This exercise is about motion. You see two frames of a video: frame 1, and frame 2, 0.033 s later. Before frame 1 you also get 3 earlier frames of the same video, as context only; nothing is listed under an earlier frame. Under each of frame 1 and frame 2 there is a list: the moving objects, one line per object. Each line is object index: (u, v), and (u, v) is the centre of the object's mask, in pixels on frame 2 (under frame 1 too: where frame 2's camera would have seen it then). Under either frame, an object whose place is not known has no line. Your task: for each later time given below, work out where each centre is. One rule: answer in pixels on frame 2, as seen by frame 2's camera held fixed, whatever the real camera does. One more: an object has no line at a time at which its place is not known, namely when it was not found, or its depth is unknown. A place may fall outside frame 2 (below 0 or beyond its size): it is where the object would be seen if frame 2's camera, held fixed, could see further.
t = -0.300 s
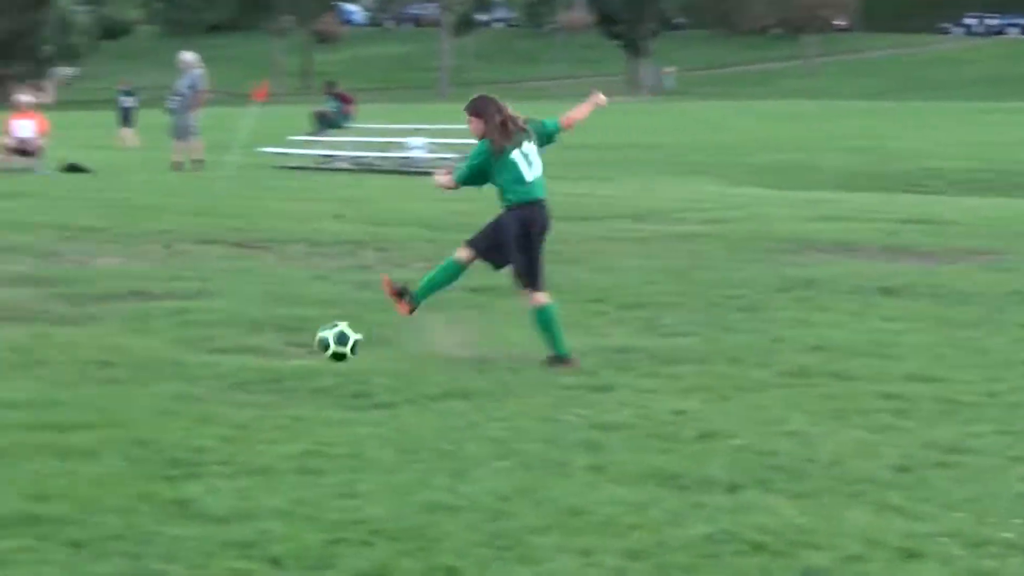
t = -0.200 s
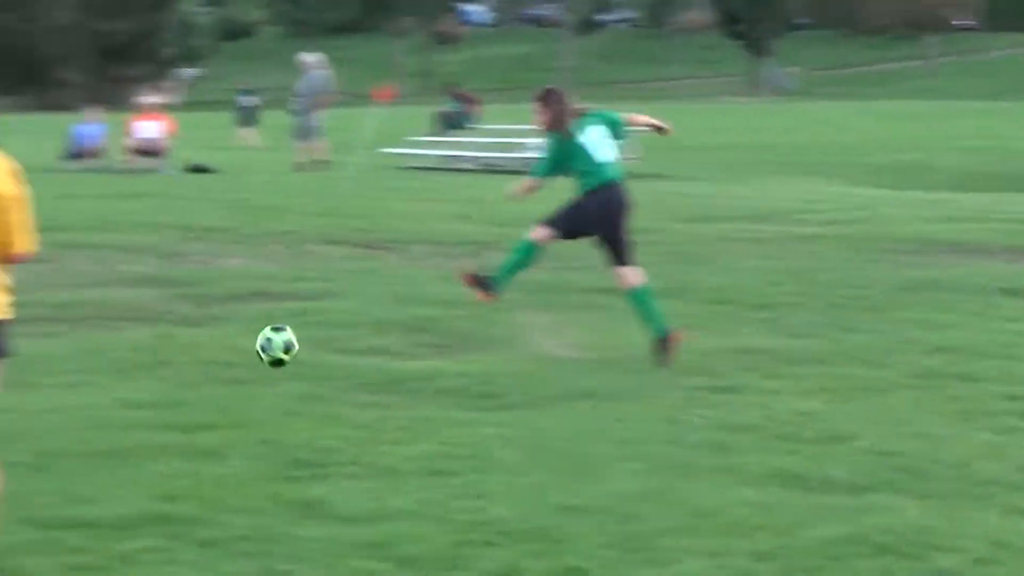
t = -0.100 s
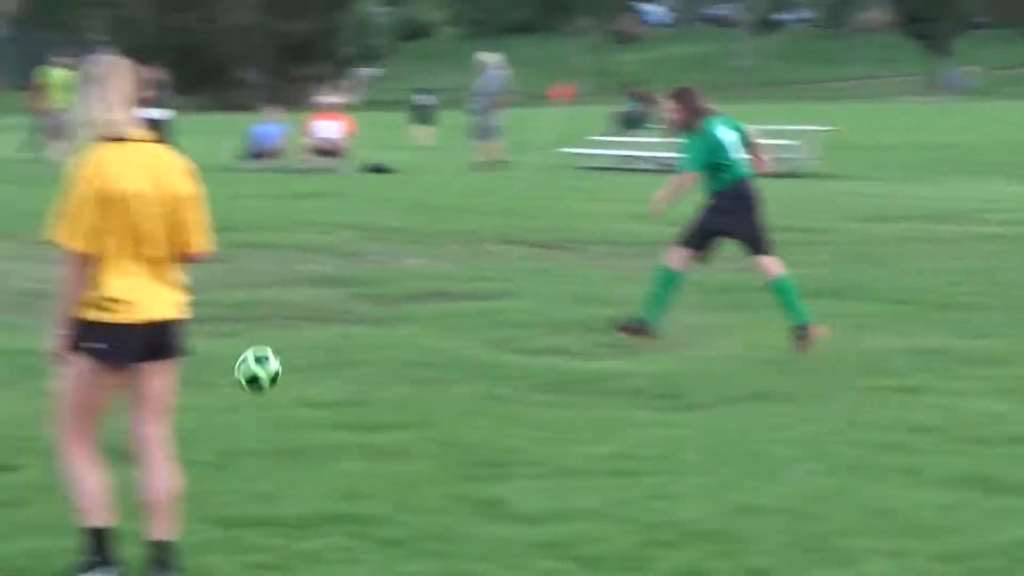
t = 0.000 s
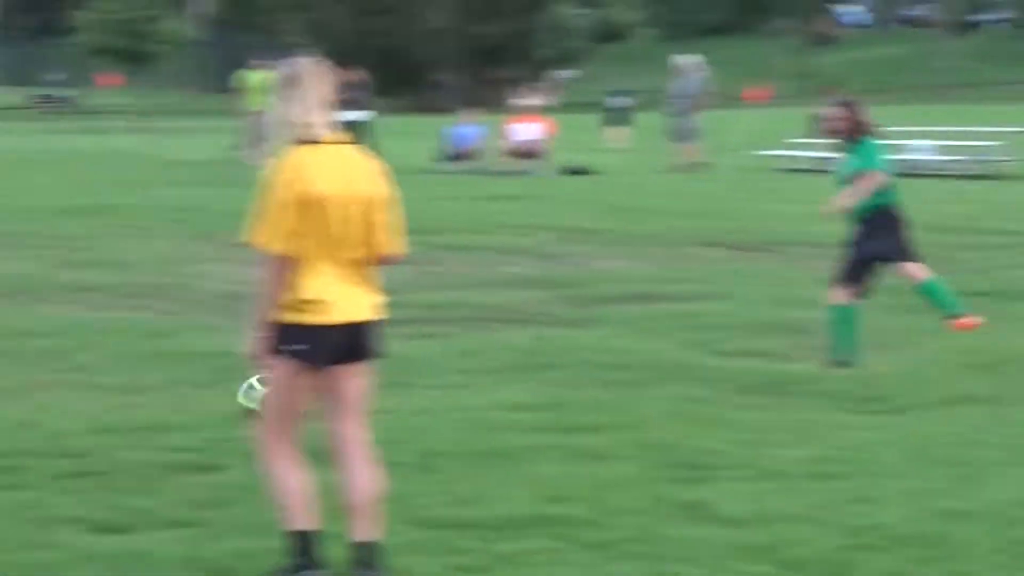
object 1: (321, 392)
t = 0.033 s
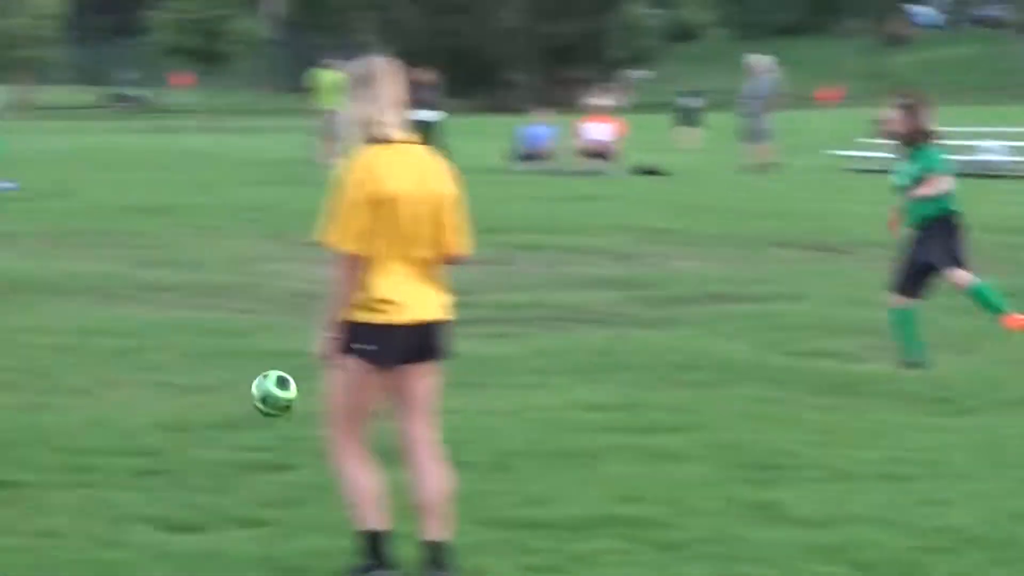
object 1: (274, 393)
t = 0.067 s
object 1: (218, 392)
